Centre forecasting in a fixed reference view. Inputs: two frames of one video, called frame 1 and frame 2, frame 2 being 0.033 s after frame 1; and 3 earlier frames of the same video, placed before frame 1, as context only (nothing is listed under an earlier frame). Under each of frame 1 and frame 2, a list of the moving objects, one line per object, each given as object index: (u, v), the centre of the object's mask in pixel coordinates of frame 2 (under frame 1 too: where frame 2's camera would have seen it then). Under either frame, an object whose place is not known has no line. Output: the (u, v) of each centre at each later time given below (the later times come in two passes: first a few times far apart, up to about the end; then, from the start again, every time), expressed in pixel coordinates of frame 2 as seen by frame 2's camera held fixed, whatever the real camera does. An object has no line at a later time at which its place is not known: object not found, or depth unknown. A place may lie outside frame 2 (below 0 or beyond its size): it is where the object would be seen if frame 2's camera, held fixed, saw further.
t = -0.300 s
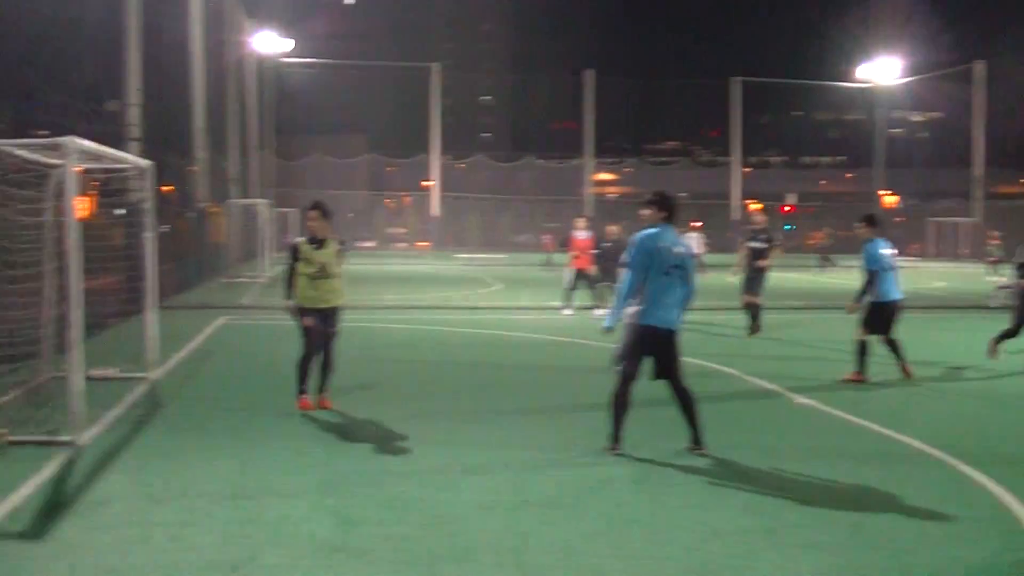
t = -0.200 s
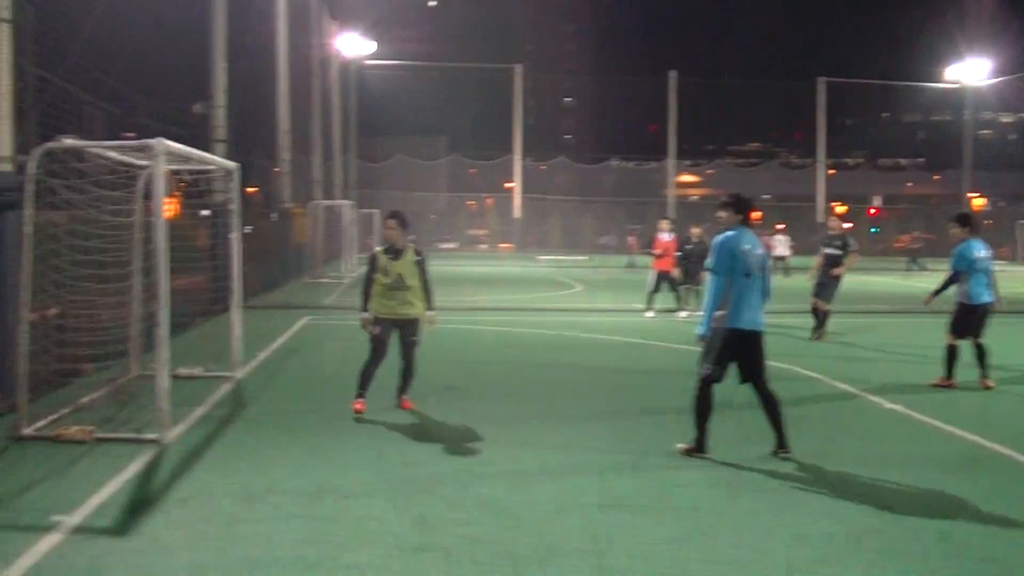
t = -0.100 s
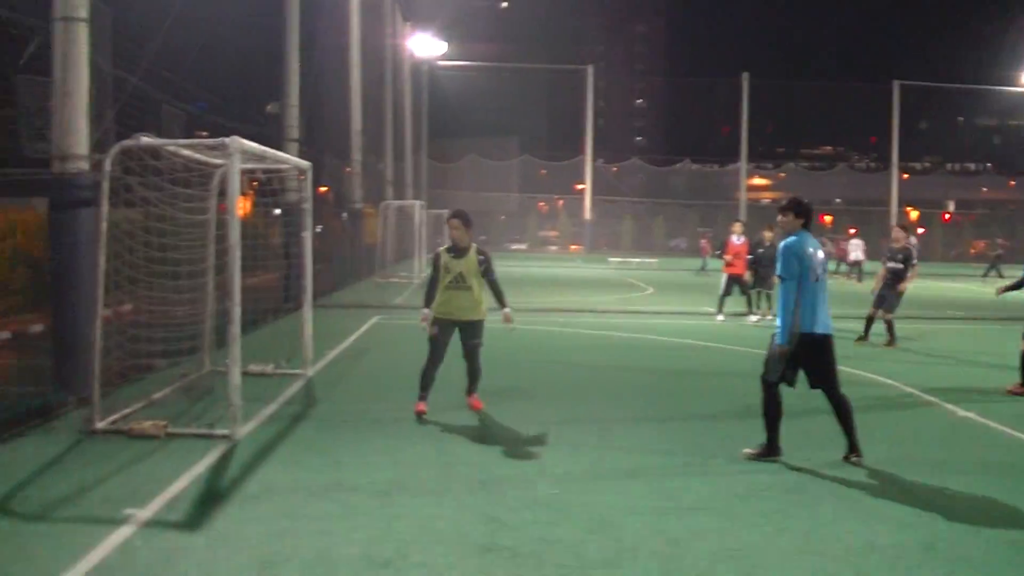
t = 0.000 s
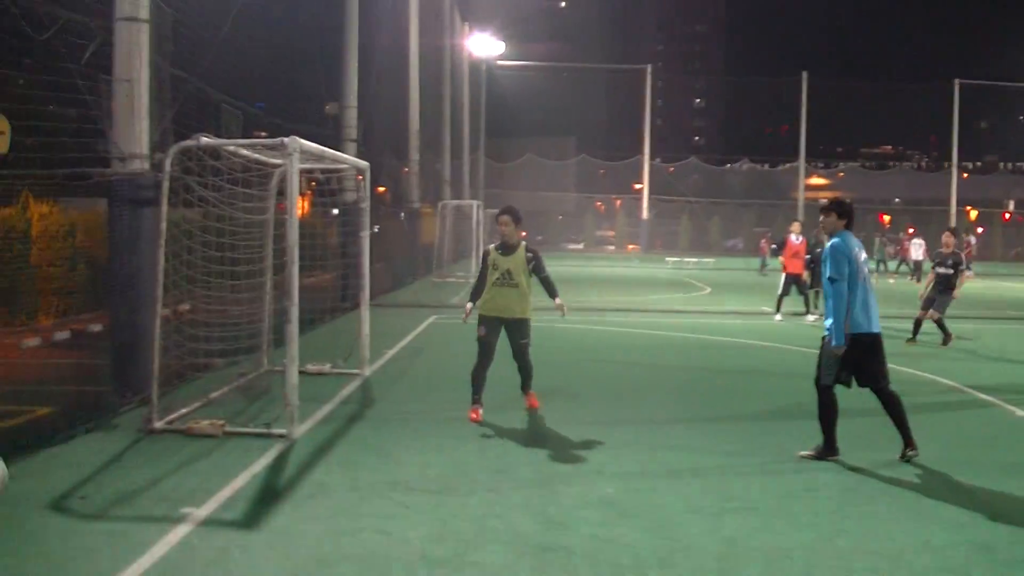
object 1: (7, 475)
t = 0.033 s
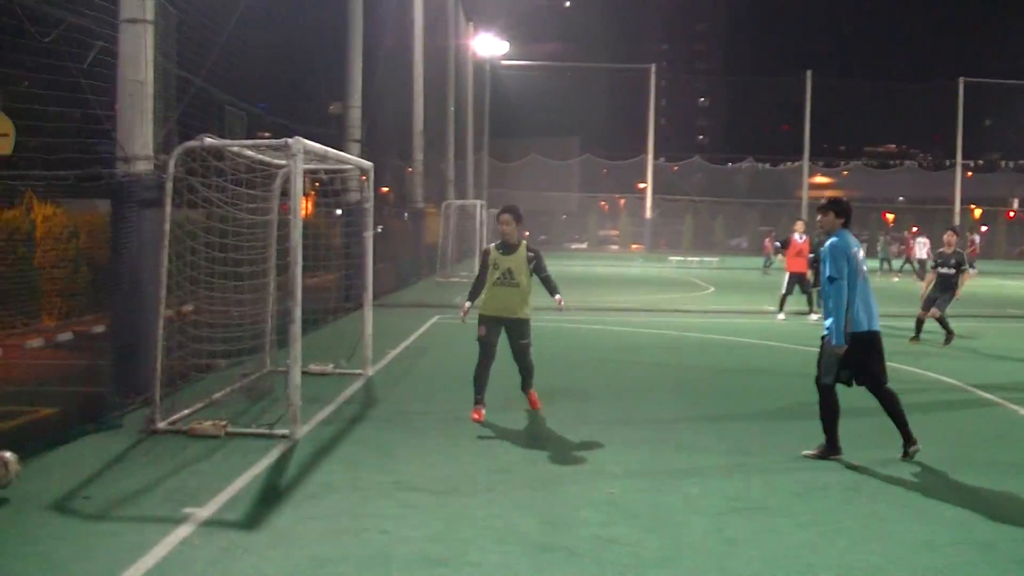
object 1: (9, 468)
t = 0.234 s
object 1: (79, 431)
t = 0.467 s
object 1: (179, 484)
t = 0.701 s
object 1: (292, 508)
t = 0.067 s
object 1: (17, 457)
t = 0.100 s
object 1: (28, 448)
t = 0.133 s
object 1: (41, 440)
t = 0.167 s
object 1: (53, 436)
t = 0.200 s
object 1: (67, 433)
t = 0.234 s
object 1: (79, 431)
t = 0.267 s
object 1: (93, 432)
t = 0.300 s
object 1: (107, 435)
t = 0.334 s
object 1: (122, 439)
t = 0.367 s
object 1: (136, 447)
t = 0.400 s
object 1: (150, 457)
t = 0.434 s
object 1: (163, 469)
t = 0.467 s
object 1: (179, 484)
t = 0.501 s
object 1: (195, 501)
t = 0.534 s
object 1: (209, 511)
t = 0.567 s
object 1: (228, 503)
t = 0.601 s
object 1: (244, 504)
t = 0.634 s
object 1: (260, 502)
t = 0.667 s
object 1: (276, 504)
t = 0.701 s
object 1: (292, 508)
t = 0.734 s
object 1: (308, 514)
